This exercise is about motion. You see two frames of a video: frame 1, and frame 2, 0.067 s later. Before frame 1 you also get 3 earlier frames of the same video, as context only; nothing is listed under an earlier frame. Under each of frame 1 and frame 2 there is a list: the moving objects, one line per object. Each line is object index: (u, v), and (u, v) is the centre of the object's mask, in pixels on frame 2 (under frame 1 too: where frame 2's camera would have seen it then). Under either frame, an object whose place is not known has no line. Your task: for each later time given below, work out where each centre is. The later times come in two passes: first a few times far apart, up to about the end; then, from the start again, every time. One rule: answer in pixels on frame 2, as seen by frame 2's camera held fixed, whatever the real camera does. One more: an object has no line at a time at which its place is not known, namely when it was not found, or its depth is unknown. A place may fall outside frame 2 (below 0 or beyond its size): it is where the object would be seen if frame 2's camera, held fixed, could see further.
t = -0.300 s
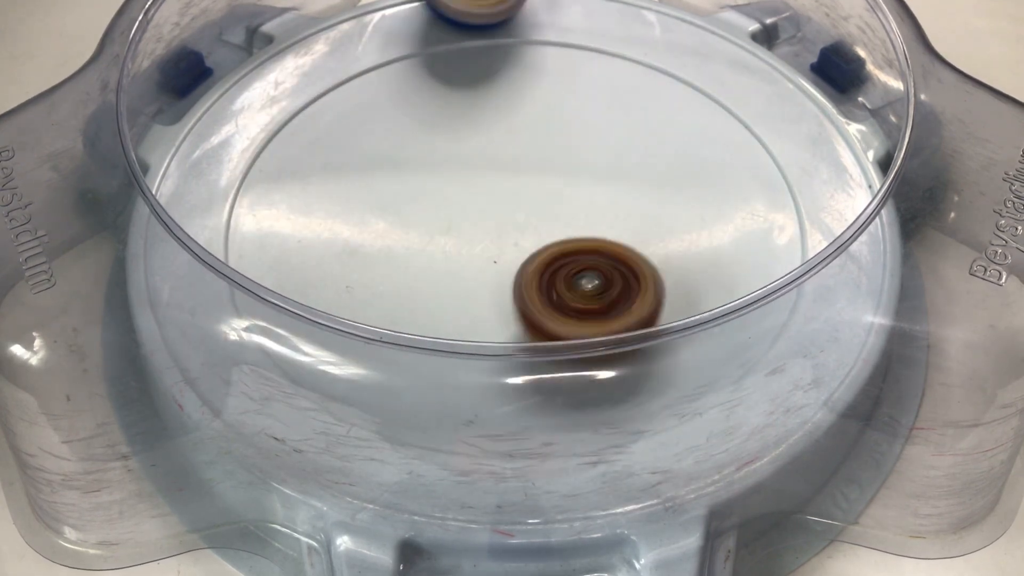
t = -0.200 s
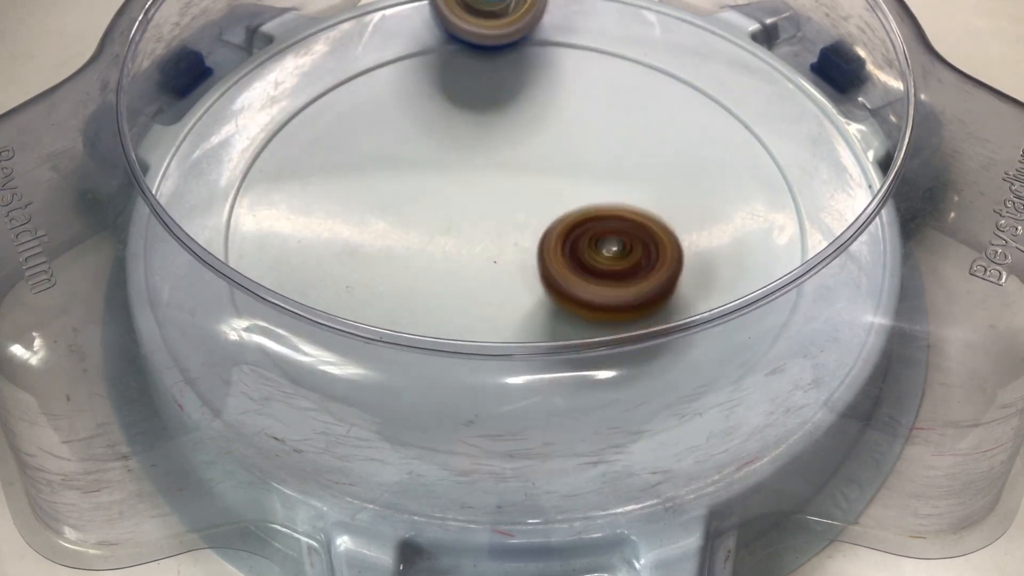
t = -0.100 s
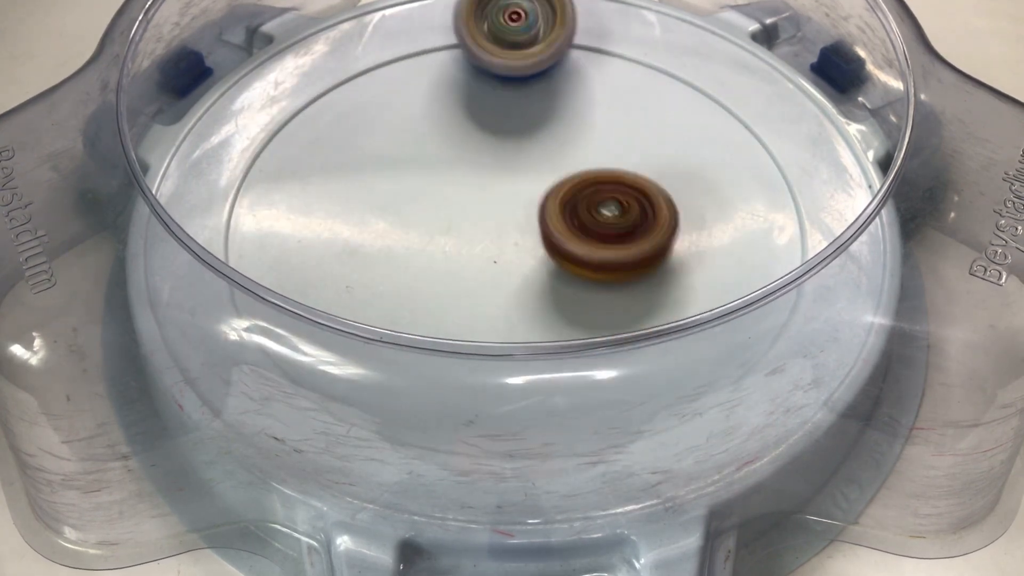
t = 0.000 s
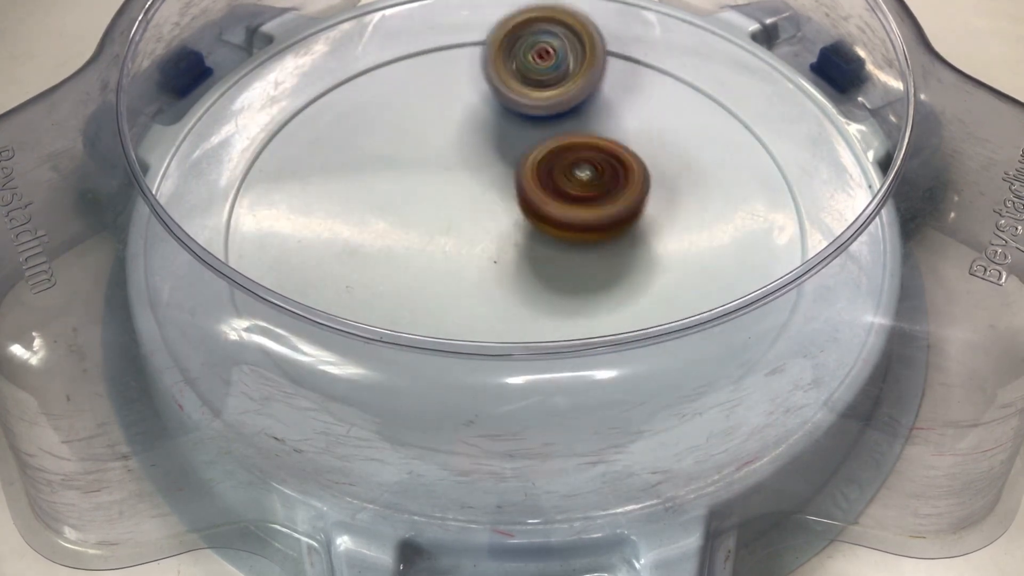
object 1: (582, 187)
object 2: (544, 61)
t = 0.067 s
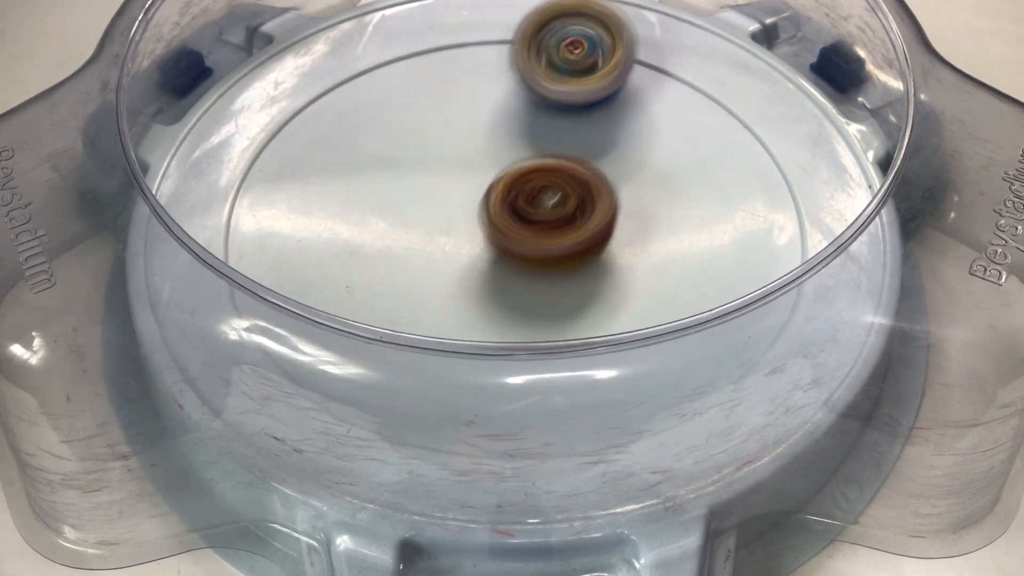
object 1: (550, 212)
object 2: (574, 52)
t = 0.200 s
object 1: (506, 283)
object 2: (622, 38)
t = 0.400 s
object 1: (508, 301)
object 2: (651, 80)
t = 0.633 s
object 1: (516, 288)
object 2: (666, 173)
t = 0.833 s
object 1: (478, 257)
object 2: (656, 247)
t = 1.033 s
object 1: (411, 215)
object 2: (617, 296)
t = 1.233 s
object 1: (393, 181)
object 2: (540, 343)
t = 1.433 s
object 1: (415, 161)
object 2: (456, 319)
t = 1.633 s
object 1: (464, 150)
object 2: (398, 264)
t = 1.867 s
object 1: (535, 137)
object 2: (382, 184)
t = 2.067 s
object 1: (586, 137)
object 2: (407, 120)
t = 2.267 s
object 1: (606, 162)
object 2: (457, 76)
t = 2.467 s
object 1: (612, 202)
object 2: (528, 70)
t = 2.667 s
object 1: (610, 248)
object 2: (599, 99)
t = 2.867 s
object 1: (582, 270)
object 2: (652, 148)
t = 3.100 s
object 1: (516, 271)
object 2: (670, 221)
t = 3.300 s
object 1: (453, 262)
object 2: (645, 277)
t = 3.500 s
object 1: (428, 237)
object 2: (577, 302)
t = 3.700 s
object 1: (431, 199)
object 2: (489, 298)
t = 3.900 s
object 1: (447, 162)
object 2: (411, 266)
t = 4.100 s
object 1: (481, 145)
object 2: (371, 213)
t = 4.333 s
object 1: (540, 145)
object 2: (377, 148)
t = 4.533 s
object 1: (586, 155)
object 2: (415, 116)
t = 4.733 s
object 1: (607, 183)
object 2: (492, 116)
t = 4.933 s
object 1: (632, 235)
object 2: (566, 112)
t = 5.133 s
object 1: (625, 261)
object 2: (608, 120)
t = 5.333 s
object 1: (573, 277)
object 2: (629, 161)
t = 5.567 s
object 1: (457, 297)
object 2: (612, 144)
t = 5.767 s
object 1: (417, 284)
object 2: (552, 187)
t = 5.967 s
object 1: (389, 234)
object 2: (547, 225)
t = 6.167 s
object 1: (394, 166)
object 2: (589, 222)
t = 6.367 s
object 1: (429, 120)
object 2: (562, 200)
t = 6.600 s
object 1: (512, 109)
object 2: (492, 218)
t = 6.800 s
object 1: (598, 127)
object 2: (489, 262)
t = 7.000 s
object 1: (652, 164)
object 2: (530, 253)
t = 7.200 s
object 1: (717, 205)
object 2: (436, 211)
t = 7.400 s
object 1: (695, 247)
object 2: (391, 182)
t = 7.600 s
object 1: (595, 279)
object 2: (401, 145)
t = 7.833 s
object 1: (465, 263)
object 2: (459, 147)
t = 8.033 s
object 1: (357, 246)
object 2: (530, 161)
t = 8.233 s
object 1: (329, 215)
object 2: (546, 211)
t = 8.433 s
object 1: (390, 180)
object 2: (542, 268)
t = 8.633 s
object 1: (478, 166)
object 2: (520, 284)
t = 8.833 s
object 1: (572, 175)
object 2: (489, 265)
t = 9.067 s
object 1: (650, 217)
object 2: (469, 198)
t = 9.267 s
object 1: (659, 268)
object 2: (481, 129)
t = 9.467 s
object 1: (597, 289)
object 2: (513, 116)
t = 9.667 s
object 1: (510, 267)
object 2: (558, 145)
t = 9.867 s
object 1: (458, 215)
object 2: (606, 216)
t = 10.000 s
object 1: (450, 176)
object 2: (634, 249)
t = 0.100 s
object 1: (534, 238)
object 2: (588, 47)
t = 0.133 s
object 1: (519, 257)
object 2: (600, 42)
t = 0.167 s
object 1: (510, 271)
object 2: (610, 40)
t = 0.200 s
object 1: (506, 283)
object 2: (622, 38)
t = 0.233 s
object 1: (504, 289)
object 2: (631, 40)
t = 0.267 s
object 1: (504, 294)
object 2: (633, 44)
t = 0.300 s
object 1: (505, 297)
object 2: (637, 50)
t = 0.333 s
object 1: (506, 299)
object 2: (641, 57)
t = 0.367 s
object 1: (507, 301)
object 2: (645, 68)
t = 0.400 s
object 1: (508, 301)
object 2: (651, 80)
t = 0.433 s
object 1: (509, 300)
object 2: (655, 93)
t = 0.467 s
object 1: (511, 298)
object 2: (659, 106)
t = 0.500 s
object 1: (512, 296)
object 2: (663, 119)
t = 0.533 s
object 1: (513, 294)
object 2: (665, 132)
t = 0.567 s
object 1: (515, 292)
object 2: (667, 146)
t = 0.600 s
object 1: (515, 290)
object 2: (667, 160)
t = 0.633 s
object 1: (516, 288)
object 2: (666, 173)
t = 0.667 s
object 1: (516, 285)
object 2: (664, 187)
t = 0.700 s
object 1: (515, 281)
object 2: (661, 200)
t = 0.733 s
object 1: (514, 276)
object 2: (657, 213)
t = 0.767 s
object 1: (512, 270)
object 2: (652, 226)
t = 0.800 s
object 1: (494, 264)
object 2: (657, 236)
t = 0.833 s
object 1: (478, 257)
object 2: (656, 247)
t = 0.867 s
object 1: (463, 250)
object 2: (654, 257)
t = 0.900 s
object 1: (450, 242)
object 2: (650, 268)
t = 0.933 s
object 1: (439, 236)
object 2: (643, 277)
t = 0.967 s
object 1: (428, 229)
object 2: (635, 285)
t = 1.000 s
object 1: (419, 222)
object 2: (627, 290)
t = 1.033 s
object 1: (411, 215)
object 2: (617, 296)
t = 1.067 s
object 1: (405, 209)
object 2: (608, 314)
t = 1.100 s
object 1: (399, 203)
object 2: (596, 325)
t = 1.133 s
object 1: (395, 197)
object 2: (583, 332)
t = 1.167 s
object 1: (392, 191)
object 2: (570, 338)
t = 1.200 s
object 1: (392, 186)
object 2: (554, 342)
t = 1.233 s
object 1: (393, 181)
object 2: (540, 343)
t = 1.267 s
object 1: (395, 177)
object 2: (526, 344)
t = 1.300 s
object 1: (397, 172)
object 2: (510, 343)
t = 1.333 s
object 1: (400, 168)
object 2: (495, 343)
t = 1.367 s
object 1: (404, 165)
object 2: (482, 337)
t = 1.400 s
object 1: (409, 163)
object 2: (469, 329)
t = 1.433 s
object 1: (415, 161)
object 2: (456, 319)
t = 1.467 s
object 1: (422, 159)
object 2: (445, 302)
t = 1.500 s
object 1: (429, 157)
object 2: (434, 297)
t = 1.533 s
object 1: (437, 156)
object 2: (423, 291)
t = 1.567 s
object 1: (446, 154)
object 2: (413, 283)
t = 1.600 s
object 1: (455, 152)
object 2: (404, 275)
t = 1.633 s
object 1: (464, 150)
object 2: (398, 264)
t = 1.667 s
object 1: (474, 147)
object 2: (392, 253)
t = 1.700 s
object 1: (483, 145)
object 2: (387, 241)
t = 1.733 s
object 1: (494, 144)
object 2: (383, 229)
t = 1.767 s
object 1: (504, 142)
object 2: (380, 218)
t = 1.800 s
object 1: (515, 140)
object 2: (380, 206)
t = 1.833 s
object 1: (525, 138)
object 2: (381, 195)
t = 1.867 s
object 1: (535, 137)
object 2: (382, 184)
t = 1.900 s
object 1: (545, 135)
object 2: (385, 172)
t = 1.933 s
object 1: (555, 135)
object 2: (387, 161)
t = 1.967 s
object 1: (564, 134)
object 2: (391, 150)
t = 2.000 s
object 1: (572, 135)
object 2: (395, 140)
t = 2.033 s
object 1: (580, 136)
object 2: (400, 129)
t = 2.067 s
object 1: (586, 137)
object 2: (407, 120)
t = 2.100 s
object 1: (592, 140)
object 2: (413, 111)
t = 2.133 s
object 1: (596, 143)
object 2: (421, 102)
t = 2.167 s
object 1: (599, 147)
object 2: (429, 95)
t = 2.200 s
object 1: (602, 152)
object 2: (438, 88)
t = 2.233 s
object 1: (604, 156)
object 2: (447, 81)
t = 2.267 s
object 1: (606, 162)
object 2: (457, 76)
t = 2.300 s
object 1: (608, 168)
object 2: (469, 71)
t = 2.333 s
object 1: (608, 174)
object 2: (480, 69)
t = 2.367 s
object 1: (609, 181)
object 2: (491, 67)
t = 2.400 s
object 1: (610, 187)
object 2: (504, 67)
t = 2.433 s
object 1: (611, 195)
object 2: (516, 68)
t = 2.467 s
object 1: (612, 202)
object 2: (528, 70)
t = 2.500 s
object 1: (612, 210)
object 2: (541, 73)
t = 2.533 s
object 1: (612, 219)
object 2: (553, 78)
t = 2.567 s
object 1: (612, 227)
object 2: (565, 82)
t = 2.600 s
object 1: (611, 235)
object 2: (577, 87)
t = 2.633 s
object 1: (611, 242)
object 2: (588, 93)
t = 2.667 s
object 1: (610, 248)
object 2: (599, 99)
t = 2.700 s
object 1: (608, 254)
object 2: (610, 106)
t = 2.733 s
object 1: (605, 259)
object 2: (620, 113)
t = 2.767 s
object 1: (601, 263)
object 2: (628, 121)
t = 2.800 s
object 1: (595, 266)
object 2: (637, 129)
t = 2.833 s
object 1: (589, 268)
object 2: (645, 139)
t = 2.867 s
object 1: (582, 270)
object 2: (652, 148)
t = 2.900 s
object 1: (574, 271)
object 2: (658, 157)
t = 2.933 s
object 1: (566, 271)
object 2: (662, 169)
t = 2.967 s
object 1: (557, 271)
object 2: (666, 179)
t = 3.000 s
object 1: (547, 272)
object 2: (668, 189)
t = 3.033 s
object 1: (537, 272)
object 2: (669, 201)
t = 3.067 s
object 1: (527, 271)
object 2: (670, 210)
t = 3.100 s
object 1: (516, 271)
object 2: (670, 221)
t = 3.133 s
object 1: (505, 270)
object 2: (669, 233)
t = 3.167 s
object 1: (494, 269)
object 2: (667, 242)
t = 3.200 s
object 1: (483, 267)
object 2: (664, 253)
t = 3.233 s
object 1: (472, 266)
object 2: (659, 263)
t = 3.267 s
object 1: (462, 264)
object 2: (654, 270)
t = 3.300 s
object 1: (453, 262)
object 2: (645, 277)
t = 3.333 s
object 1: (445, 259)
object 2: (637, 283)
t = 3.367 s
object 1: (439, 255)
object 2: (627, 288)
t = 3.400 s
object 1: (435, 251)
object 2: (614, 293)
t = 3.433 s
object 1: (432, 246)
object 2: (604, 296)
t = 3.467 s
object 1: (429, 242)
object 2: (591, 299)
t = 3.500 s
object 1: (428, 237)
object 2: (577, 302)
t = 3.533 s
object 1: (427, 231)
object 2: (564, 303)
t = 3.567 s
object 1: (427, 225)
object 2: (548, 304)
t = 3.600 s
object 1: (428, 220)
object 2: (533, 304)
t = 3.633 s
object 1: (429, 212)
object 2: (518, 303)
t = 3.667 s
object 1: (430, 206)
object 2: (502, 300)
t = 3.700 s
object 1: (431, 199)
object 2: (489, 298)
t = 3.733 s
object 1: (433, 192)
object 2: (474, 295)
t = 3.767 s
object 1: (435, 184)
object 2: (461, 291)
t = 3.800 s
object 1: (437, 178)
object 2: (448, 286)
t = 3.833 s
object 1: (440, 172)
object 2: (433, 280)
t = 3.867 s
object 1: (443, 166)
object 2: (422, 275)
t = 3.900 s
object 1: (447, 162)
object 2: (411, 266)
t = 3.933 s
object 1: (451, 158)
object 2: (403, 259)
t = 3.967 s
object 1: (457, 154)
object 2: (394, 250)
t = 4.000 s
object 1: (462, 151)
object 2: (386, 241)
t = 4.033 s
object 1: (468, 148)
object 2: (380, 232)
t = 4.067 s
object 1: (474, 146)
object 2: (374, 223)
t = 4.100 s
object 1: (481, 145)
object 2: (371, 213)
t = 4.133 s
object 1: (488, 144)
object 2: (369, 203)
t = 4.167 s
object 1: (495, 145)
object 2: (368, 193)
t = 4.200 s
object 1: (504, 145)
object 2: (368, 183)
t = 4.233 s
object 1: (513, 145)
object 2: (369, 174)
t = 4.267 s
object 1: (522, 144)
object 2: (371, 165)
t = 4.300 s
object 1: (531, 145)
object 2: (373, 156)
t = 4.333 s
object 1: (540, 145)
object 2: (377, 148)
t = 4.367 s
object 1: (549, 146)
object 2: (381, 139)
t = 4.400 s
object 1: (558, 147)
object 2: (386, 133)
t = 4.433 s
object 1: (566, 149)
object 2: (392, 127)
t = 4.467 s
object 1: (574, 150)
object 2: (398, 122)
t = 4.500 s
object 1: (580, 153)
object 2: (407, 117)
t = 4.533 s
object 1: (586, 155)
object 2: (415, 116)
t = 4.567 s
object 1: (591, 159)
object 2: (425, 115)
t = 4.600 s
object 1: (596, 164)
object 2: (438, 115)
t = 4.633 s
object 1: (600, 168)
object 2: (451, 114)
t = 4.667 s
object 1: (603, 173)
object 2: (465, 114)
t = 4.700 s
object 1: (605, 178)
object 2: (478, 115)
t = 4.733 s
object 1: (607, 183)
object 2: (492, 116)
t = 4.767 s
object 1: (609, 189)
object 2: (506, 118)
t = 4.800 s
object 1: (615, 199)
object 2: (518, 116)
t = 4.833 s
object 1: (620, 209)
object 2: (529, 115)
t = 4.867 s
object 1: (624, 218)
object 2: (542, 114)
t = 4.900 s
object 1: (628, 227)
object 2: (553, 114)
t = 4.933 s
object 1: (632, 235)
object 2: (566, 112)
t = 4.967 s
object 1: (633, 242)
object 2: (576, 112)
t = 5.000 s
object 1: (634, 246)
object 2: (586, 111)
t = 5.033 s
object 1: (633, 251)
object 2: (595, 111)
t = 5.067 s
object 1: (631, 255)
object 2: (601, 113)
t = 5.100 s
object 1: (629, 258)
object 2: (606, 114)
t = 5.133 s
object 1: (625, 261)
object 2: (608, 120)
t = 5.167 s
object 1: (622, 263)
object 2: (611, 126)
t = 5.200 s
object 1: (616, 264)
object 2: (613, 134)
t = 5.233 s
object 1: (609, 265)
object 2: (615, 143)
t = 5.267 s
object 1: (600, 266)
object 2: (618, 154)
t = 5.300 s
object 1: (590, 267)
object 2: (621, 161)
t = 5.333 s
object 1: (573, 277)
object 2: (629, 161)
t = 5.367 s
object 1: (557, 285)
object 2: (634, 157)
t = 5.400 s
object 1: (538, 290)
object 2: (639, 151)
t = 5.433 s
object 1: (519, 294)
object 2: (639, 146)
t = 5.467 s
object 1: (501, 296)
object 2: (637, 142)
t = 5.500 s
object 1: (485, 297)
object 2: (630, 141)
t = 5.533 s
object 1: (469, 298)
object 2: (624, 141)
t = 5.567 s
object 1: (457, 297)
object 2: (612, 144)
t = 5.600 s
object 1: (445, 296)
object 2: (600, 148)
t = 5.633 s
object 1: (434, 294)
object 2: (590, 156)
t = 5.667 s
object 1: (428, 292)
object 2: (579, 163)
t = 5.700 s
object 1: (423, 290)
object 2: (570, 170)
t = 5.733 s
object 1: (419, 287)
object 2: (560, 179)
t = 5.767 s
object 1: (417, 284)
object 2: (552, 187)
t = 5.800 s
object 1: (414, 280)
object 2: (542, 196)
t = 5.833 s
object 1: (413, 272)
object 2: (535, 203)
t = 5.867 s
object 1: (409, 263)
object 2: (529, 211)
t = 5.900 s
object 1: (398, 255)
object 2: (534, 215)
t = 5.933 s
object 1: (393, 245)
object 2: (539, 220)
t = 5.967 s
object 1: (389, 234)
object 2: (547, 225)
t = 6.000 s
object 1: (387, 223)
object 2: (557, 228)
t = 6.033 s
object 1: (386, 211)
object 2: (564, 229)
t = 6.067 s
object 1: (386, 200)
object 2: (573, 230)
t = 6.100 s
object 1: (388, 188)
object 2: (582, 228)
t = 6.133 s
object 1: (390, 177)
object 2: (587, 225)
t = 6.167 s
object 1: (394, 166)
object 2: (589, 222)
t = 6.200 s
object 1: (397, 156)
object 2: (590, 219)
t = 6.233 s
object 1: (402, 147)
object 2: (589, 215)
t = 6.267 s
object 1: (408, 138)
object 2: (585, 211)
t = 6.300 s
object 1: (414, 131)
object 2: (581, 208)
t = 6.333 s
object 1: (420, 124)
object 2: (572, 203)
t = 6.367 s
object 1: (429, 120)
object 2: (562, 200)
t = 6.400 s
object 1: (438, 116)
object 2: (553, 199)
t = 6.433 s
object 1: (448, 113)
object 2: (539, 198)
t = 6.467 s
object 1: (458, 109)
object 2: (529, 198)
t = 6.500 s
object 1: (469, 107)
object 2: (517, 201)
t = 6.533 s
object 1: (482, 104)
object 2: (505, 204)
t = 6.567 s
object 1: (496, 106)
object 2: (498, 211)
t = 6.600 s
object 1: (512, 109)
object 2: (492, 218)
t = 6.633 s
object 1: (526, 113)
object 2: (487, 226)
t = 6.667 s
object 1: (542, 115)
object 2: (484, 234)
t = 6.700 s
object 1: (557, 118)
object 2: (482, 242)
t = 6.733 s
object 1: (571, 120)
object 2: (482, 249)
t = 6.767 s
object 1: (585, 125)
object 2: (485, 256)
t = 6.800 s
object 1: (598, 127)
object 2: (489, 262)
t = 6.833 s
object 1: (611, 133)
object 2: (495, 264)
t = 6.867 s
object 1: (621, 137)
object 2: (503, 266)
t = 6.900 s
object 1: (632, 144)
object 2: (510, 266)
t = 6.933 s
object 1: (639, 150)
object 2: (517, 263)
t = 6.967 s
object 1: (647, 157)
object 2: (524, 259)
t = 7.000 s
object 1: (652, 164)
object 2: (530, 253)
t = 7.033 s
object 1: (656, 173)
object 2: (535, 244)
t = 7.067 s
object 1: (659, 181)
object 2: (539, 237)
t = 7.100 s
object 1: (666, 191)
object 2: (532, 227)
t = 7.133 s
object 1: (694, 193)
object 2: (491, 222)
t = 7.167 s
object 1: (710, 198)
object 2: (460, 218)
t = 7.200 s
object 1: (717, 205)
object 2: (436, 211)
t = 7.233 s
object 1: (719, 212)
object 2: (420, 206)
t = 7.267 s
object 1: (719, 218)
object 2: (412, 203)
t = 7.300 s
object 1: (717, 226)
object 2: (406, 199)
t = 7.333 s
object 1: (713, 232)
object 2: (399, 194)
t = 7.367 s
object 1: (705, 239)
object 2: (394, 189)
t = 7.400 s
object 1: (695, 247)
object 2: (391, 182)
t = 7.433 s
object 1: (683, 255)
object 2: (389, 176)
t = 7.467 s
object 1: (668, 261)
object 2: (387, 169)
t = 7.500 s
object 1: (652, 267)
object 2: (387, 162)
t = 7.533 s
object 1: (634, 272)
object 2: (391, 155)
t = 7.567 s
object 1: (614, 277)
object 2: (396, 150)
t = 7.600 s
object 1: (595, 279)
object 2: (401, 145)
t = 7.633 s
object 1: (576, 281)
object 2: (408, 142)
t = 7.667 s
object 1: (556, 281)
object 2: (416, 140)
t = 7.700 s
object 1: (537, 279)
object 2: (425, 138)
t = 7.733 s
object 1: (518, 278)
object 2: (434, 139)
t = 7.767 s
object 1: (499, 274)
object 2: (444, 140)
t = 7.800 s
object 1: (481, 268)
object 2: (452, 143)
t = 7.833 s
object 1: (465, 263)
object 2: (459, 147)
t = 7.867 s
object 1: (449, 257)
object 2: (467, 150)
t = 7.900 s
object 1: (432, 250)
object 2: (475, 153)
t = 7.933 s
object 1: (405, 255)
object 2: (493, 150)
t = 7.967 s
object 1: (385, 253)
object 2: (510, 151)
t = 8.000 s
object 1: (370, 250)
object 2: (523, 154)
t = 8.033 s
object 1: (357, 246)
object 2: (530, 161)
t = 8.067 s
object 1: (344, 241)
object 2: (533, 169)
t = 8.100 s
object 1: (334, 235)
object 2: (537, 175)
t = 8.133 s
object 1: (328, 229)
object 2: (539, 183)
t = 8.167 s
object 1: (326, 225)
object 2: (542, 191)
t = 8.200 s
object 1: (325, 219)
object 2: (544, 200)
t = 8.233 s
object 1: (329, 215)
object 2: (546, 211)
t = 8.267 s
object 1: (333, 208)
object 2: (547, 221)
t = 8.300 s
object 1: (340, 202)
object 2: (547, 232)
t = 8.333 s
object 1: (351, 195)
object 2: (546, 242)
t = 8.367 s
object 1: (363, 190)
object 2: (546, 252)
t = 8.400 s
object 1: (375, 185)
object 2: (544, 261)
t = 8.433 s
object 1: (390, 180)
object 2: (542, 268)
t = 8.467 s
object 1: (404, 176)
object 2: (538, 274)
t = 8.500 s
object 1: (417, 172)
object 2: (535, 279)
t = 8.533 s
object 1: (434, 168)
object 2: (531, 282)
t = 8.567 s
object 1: (450, 167)
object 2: (527, 283)
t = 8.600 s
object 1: (464, 166)
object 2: (523, 285)
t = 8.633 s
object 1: (478, 166)
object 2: (520, 284)
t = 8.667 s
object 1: (494, 166)
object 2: (517, 283)
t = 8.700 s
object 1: (510, 167)
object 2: (513, 282)
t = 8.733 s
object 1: (525, 169)
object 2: (508, 278)
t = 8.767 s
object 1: (540, 172)
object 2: (504, 274)
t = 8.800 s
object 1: (555, 176)
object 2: (499, 268)
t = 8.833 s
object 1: (572, 175)
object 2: (489, 265)
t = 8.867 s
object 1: (587, 179)
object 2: (483, 260)
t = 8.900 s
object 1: (599, 183)
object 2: (480, 252)
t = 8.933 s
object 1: (612, 188)
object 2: (476, 243)
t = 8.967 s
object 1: (624, 194)
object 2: (472, 233)
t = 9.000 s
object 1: (635, 202)
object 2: (469, 221)
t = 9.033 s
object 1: (643, 209)
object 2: (470, 211)
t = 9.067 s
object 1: (650, 217)
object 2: (469, 198)
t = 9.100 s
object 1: (656, 226)
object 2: (467, 183)
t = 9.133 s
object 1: (661, 234)
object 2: (470, 173)
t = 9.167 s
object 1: (664, 243)
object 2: (471, 161)
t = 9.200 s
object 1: (665, 253)
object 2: (472, 148)
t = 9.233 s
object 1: (662, 261)
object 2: (478, 140)
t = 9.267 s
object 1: (659, 268)
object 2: (481, 129)
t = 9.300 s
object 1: (653, 274)
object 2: (487, 125)
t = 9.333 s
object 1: (645, 278)
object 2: (492, 120)
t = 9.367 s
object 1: (635, 282)
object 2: (498, 118)
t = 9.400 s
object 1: (624, 285)
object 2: (503, 116)
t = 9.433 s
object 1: (610, 288)
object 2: (508, 117)
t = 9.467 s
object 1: (597, 289)
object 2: (513, 116)
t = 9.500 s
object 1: (580, 289)
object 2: (518, 119)
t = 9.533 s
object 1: (564, 287)
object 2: (523, 122)
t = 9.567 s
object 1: (549, 284)
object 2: (530, 125)
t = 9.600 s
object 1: (536, 279)
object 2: (538, 131)
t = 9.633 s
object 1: (522, 274)
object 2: (547, 138)
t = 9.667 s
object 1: (510, 267)
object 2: (558, 145)
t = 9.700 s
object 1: (499, 260)
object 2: (566, 155)
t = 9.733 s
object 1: (490, 253)
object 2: (576, 165)
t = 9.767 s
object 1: (481, 243)
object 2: (583, 176)
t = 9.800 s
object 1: (470, 234)
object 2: (593, 190)
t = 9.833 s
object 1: (463, 223)
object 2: (597, 205)
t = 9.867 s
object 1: (458, 215)
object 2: (606, 216)
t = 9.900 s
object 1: (454, 206)
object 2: (615, 226)
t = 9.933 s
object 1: (451, 196)
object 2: (623, 234)
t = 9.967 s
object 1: (450, 185)
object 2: (631, 242)
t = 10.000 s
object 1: (450, 176)
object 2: (634, 249)
